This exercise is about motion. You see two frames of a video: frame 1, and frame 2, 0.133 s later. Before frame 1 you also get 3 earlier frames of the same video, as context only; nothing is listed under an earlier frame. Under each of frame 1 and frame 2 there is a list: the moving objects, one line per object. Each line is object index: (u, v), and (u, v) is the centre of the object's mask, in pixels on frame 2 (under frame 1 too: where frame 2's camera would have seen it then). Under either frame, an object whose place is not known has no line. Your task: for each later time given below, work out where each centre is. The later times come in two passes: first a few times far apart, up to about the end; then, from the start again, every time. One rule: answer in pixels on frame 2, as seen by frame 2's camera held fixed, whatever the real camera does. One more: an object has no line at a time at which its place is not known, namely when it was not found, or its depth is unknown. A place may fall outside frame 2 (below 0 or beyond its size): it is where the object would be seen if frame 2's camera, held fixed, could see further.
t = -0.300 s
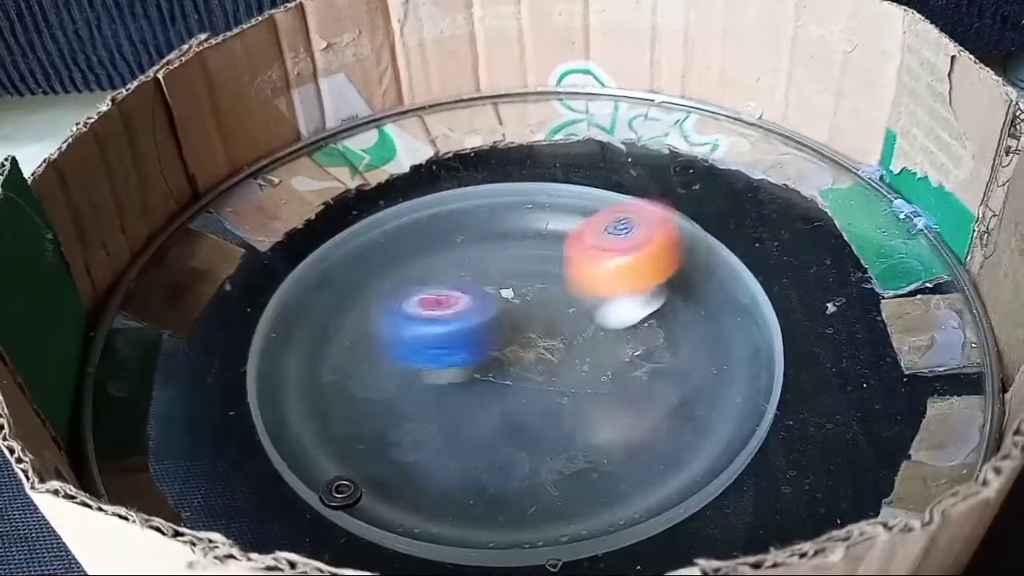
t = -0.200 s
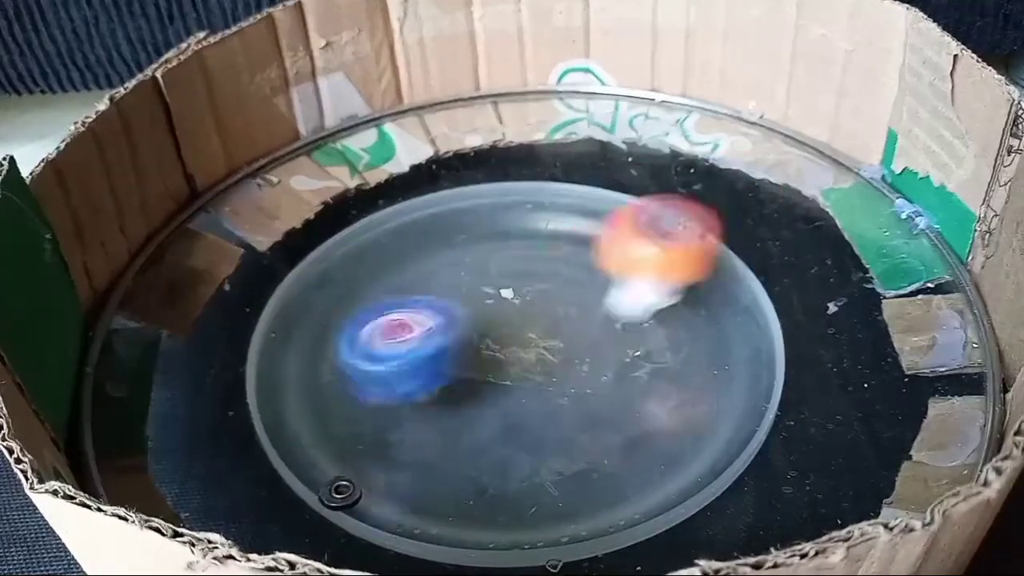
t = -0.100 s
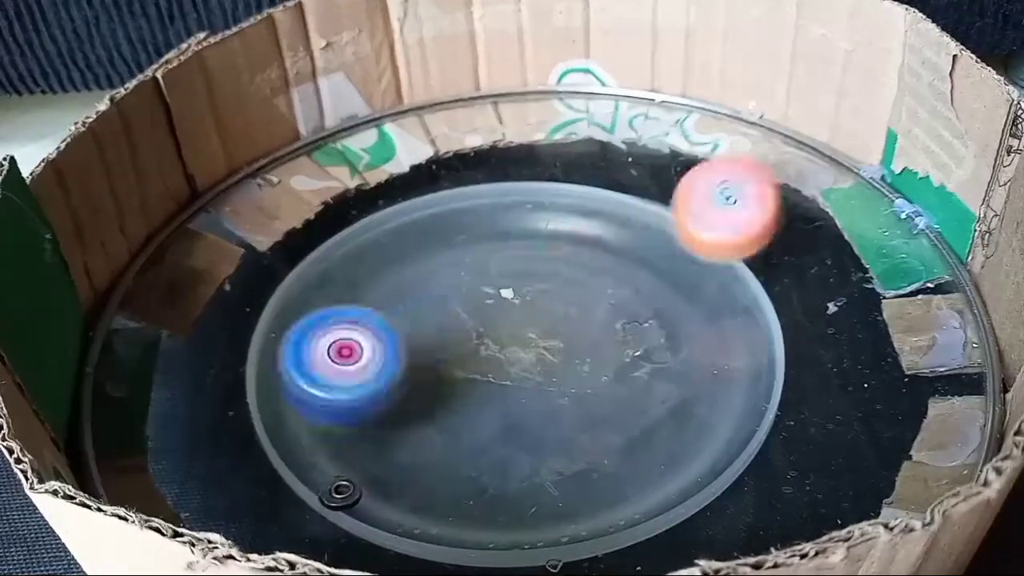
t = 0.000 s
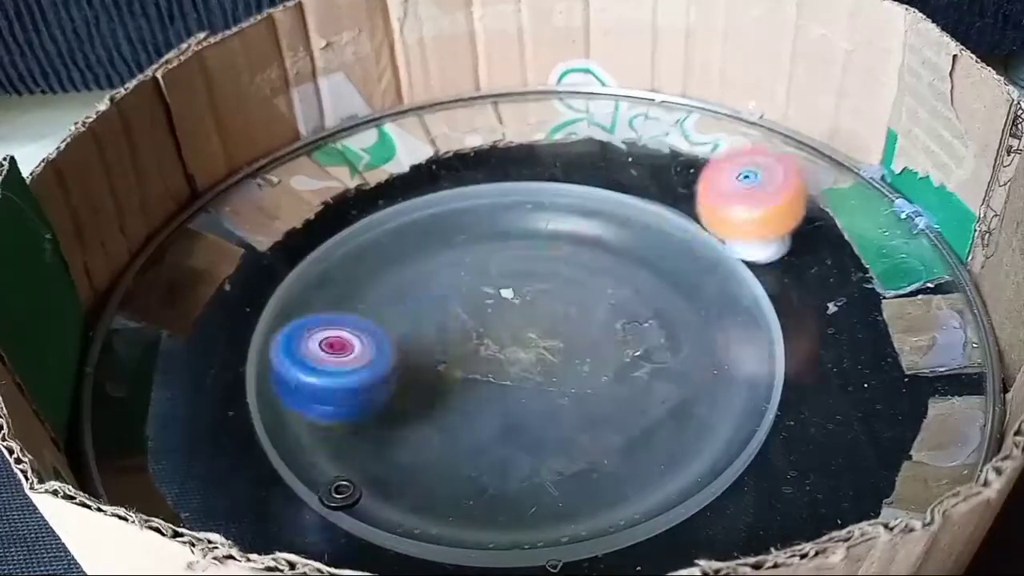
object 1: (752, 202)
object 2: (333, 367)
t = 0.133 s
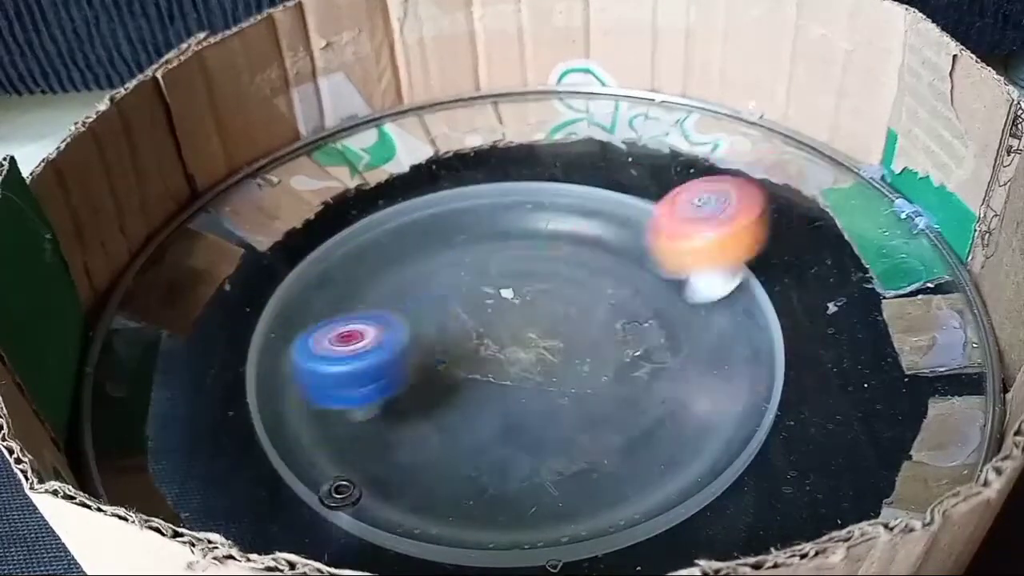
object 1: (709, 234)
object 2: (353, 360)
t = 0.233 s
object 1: (611, 276)
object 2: (390, 338)
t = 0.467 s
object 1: (527, 215)
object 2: (425, 287)
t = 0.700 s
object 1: (565, 215)
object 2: (442, 273)
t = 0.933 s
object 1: (571, 305)
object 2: (471, 265)
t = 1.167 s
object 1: (514, 327)
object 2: (470, 251)
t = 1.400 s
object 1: (530, 327)
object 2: (485, 251)
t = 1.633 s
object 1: (547, 327)
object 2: (528, 245)
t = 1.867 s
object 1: (573, 332)
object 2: (523, 252)
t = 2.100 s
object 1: (507, 351)
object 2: (487, 232)
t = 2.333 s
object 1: (525, 322)
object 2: (466, 234)
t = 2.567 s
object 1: (612, 318)
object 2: (413, 278)
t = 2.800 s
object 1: (597, 319)
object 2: (441, 273)
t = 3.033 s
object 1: (597, 320)
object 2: (460, 248)
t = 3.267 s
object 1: (597, 320)
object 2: (441, 275)
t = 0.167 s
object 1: (680, 250)
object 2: (362, 355)
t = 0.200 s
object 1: (647, 263)
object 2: (374, 349)
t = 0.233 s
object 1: (611, 276)
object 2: (390, 338)
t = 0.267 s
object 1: (573, 285)
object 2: (406, 328)
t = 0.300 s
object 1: (535, 292)
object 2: (427, 314)
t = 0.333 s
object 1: (522, 266)
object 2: (430, 306)
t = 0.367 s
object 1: (522, 250)
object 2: (430, 301)
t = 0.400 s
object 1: (522, 234)
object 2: (429, 295)
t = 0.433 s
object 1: (522, 226)
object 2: (428, 289)
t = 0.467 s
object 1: (527, 215)
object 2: (425, 287)
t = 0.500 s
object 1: (531, 207)
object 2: (424, 284)
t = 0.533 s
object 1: (536, 201)
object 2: (427, 282)
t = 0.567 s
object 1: (542, 200)
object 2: (427, 280)
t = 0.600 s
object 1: (548, 200)
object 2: (428, 278)
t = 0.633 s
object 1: (554, 203)
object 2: (433, 277)
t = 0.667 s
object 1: (561, 207)
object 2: (436, 275)
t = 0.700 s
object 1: (565, 215)
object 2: (442, 273)
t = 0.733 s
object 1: (569, 224)
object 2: (447, 272)
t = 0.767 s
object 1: (569, 239)
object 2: (453, 270)
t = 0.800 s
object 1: (568, 251)
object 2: (460, 268)
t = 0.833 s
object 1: (573, 262)
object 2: (461, 270)
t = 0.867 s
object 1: (576, 276)
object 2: (465, 269)
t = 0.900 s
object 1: (576, 290)
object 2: (469, 268)
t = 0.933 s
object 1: (571, 305)
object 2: (471, 265)
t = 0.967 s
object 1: (563, 319)
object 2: (474, 265)
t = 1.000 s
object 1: (548, 328)
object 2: (471, 264)
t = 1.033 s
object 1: (544, 322)
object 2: (469, 260)
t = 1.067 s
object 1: (538, 323)
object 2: (466, 258)
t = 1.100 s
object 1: (531, 324)
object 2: (467, 255)
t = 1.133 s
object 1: (520, 330)
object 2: (469, 253)
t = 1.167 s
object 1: (514, 327)
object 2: (470, 251)
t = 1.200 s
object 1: (512, 322)
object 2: (466, 249)
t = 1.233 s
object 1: (515, 319)
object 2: (465, 250)
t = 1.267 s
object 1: (518, 319)
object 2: (465, 252)
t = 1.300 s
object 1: (522, 322)
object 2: (469, 252)
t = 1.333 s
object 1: (526, 325)
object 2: (474, 253)
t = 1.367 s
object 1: (528, 330)
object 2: (483, 254)
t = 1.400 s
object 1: (530, 327)
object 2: (485, 251)
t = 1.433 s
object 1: (540, 317)
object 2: (490, 248)
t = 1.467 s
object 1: (550, 311)
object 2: (496, 246)
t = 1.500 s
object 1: (555, 307)
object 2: (503, 244)
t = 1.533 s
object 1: (557, 307)
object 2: (508, 243)
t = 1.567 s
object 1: (560, 313)
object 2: (514, 242)
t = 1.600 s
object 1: (556, 326)
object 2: (523, 247)
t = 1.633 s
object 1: (547, 327)
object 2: (528, 245)
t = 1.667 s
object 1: (544, 324)
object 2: (528, 240)
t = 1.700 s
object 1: (548, 319)
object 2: (527, 239)
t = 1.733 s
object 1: (557, 319)
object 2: (528, 243)
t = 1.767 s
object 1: (568, 315)
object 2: (526, 245)
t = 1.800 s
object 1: (580, 320)
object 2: (527, 249)
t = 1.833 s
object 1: (581, 323)
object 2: (525, 252)
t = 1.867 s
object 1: (573, 332)
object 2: (523, 252)
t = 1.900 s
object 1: (556, 331)
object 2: (518, 249)
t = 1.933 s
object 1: (554, 316)
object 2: (510, 243)
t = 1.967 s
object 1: (549, 306)
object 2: (507, 238)
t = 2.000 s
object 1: (542, 313)
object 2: (506, 236)
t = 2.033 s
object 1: (543, 331)
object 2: (501, 237)
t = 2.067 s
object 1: (531, 350)
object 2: (495, 241)
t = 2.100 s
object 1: (507, 351)
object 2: (487, 232)
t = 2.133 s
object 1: (491, 344)
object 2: (483, 226)
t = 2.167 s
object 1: (497, 328)
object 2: (480, 223)
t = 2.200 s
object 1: (505, 320)
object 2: (476, 220)
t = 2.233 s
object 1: (515, 320)
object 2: (472, 221)
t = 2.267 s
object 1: (525, 323)
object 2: (473, 223)
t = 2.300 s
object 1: (526, 328)
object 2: (470, 228)
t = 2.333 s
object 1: (525, 322)
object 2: (466, 234)
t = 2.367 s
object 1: (540, 314)
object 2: (464, 243)
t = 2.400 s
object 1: (560, 306)
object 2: (459, 253)
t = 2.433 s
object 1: (572, 306)
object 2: (452, 263)
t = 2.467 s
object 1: (584, 303)
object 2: (444, 270)
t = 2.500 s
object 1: (601, 304)
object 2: (434, 275)
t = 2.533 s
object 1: (616, 314)
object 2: (423, 277)
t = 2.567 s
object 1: (612, 318)
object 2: (413, 278)
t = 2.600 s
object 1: (608, 320)
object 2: (408, 277)
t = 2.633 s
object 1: (607, 321)
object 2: (406, 277)
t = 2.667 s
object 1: (607, 322)
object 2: (408, 278)
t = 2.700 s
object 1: (605, 322)
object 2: (413, 278)
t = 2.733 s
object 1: (600, 323)
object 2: (421, 278)
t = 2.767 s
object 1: (598, 321)
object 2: (430, 278)
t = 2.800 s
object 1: (597, 319)
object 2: (441, 273)
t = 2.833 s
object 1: (597, 318)
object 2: (448, 268)
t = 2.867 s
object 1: (597, 319)
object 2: (455, 263)
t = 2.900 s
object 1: (597, 320)
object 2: (458, 257)
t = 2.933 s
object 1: (597, 320)
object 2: (459, 251)
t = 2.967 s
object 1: (597, 321)
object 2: (460, 248)
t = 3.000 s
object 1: (597, 321)
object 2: (460, 247)
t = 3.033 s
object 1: (597, 320)
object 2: (460, 248)
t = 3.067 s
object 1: (597, 320)
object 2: (460, 251)
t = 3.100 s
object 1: (597, 320)
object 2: (458, 256)
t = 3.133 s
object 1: (597, 320)
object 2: (457, 261)
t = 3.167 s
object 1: (597, 320)
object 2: (453, 266)
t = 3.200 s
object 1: (597, 320)
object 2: (450, 270)
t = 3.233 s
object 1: (597, 320)
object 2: (445, 273)
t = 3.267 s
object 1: (597, 320)
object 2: (441, 275)
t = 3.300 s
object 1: (597, 320)
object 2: (438, 277)
